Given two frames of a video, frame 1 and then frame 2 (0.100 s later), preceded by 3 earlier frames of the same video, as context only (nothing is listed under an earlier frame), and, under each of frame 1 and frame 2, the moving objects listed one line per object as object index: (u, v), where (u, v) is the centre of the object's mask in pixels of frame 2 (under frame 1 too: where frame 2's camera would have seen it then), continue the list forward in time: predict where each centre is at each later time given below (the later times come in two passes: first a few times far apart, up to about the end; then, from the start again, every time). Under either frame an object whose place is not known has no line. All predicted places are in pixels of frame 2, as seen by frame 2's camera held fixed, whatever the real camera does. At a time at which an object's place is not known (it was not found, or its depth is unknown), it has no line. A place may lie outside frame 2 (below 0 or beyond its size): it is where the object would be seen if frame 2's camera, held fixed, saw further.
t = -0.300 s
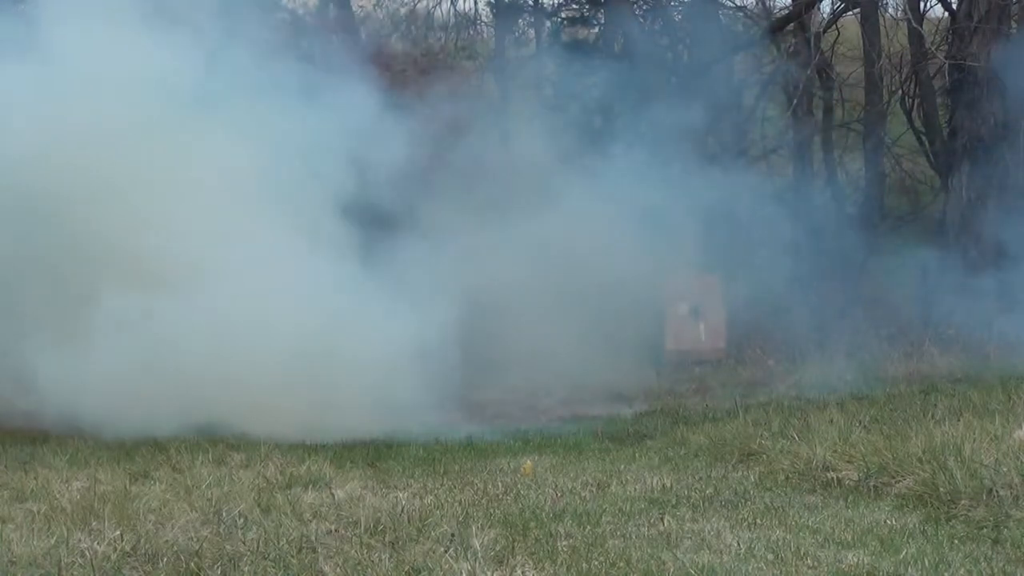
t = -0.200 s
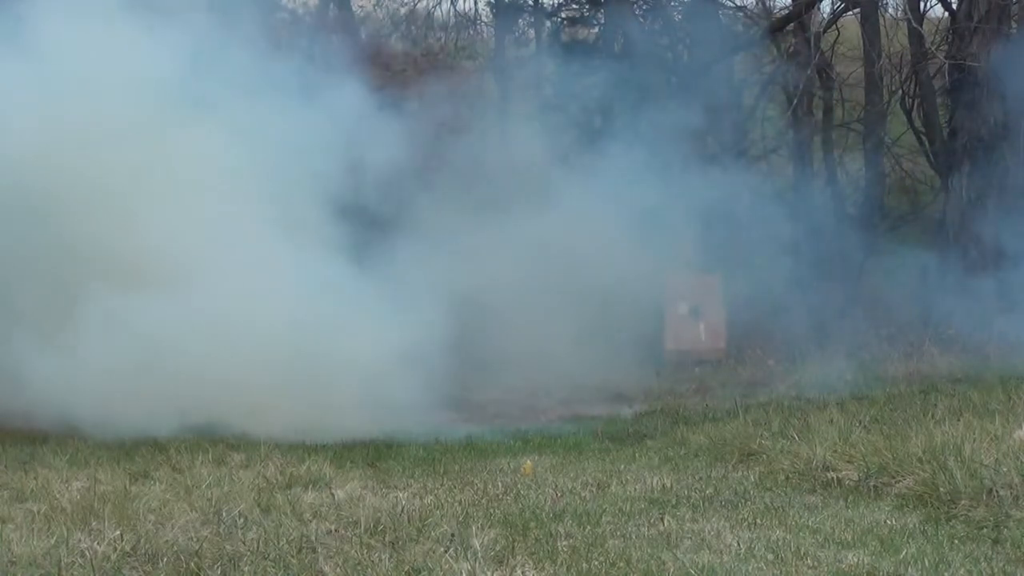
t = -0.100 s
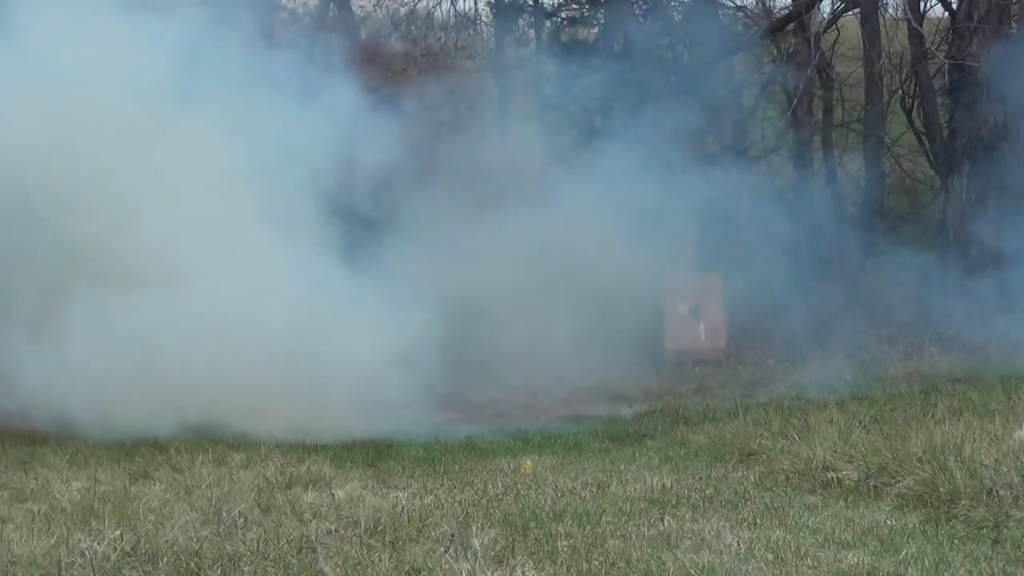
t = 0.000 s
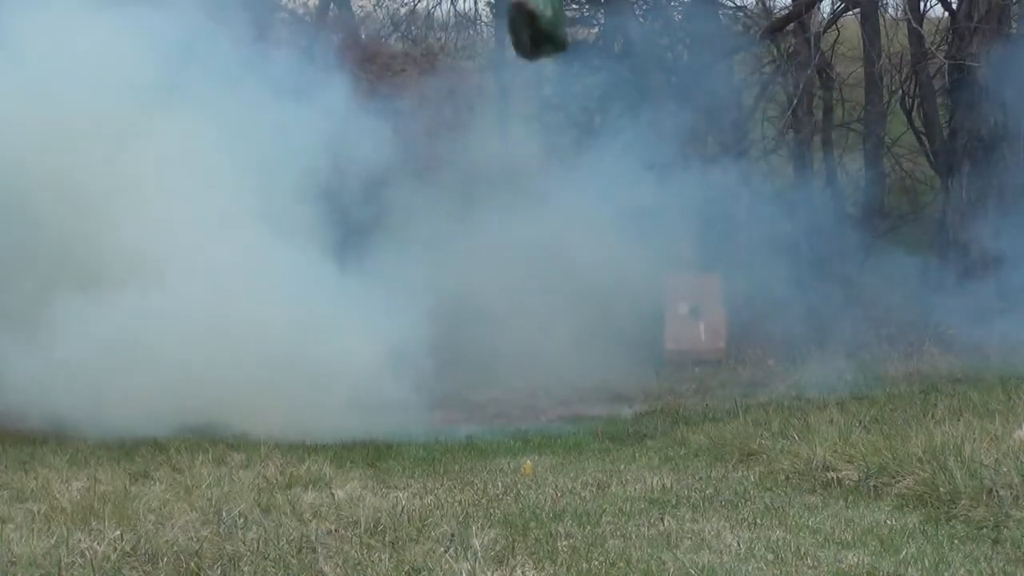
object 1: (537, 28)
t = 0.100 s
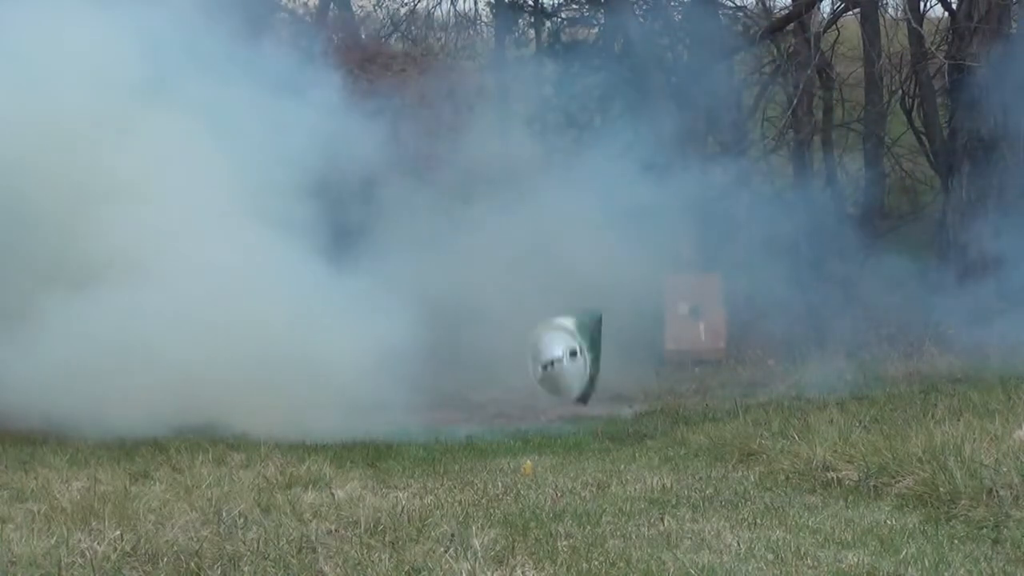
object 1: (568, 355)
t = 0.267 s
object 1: (546, 330)
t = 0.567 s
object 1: (486, 209)
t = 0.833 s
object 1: (434, 208)
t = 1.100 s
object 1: (384, 310)
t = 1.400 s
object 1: (349, 421)
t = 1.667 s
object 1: (349, 418)
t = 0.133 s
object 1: (573, 418)
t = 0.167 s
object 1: (567, 400)
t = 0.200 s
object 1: (560, 376)
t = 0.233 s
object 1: (553, 351)
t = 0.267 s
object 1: (546, 330)
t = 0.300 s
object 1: (540, 311)
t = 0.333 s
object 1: (533, 292)
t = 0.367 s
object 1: (527, 275)
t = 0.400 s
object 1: (520, 260)
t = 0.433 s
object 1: (513, 247)
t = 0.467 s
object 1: (507, 236)
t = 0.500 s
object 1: (500, 225)
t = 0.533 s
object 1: (493, 217)
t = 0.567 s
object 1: (486, 209)
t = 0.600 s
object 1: (479, 204)
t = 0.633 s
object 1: (472, 200)
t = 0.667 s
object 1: (465, 198)
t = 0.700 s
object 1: (459, 197)
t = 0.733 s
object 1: (452, 198)
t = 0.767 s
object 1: (446, 200)
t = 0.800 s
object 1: (440, 203)
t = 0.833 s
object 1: (434, 208)
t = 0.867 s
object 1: (428, 215)
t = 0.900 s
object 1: (421, 223)
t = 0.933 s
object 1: (415, 234)
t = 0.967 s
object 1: (408, 245)
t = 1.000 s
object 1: (402, 259)
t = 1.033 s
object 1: (396, 274)
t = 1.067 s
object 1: (390, 291)
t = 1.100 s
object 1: (384, 310)
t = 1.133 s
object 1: (378, 331)
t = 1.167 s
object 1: (372, 353)
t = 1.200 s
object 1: (365, 377)
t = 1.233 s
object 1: (359, 404)
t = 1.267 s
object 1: (355, 430)
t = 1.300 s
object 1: (352, 441)
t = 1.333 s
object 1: (352, 435)
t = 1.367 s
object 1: (350, 429)
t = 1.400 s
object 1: (349, 421)
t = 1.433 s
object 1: (348, 415)
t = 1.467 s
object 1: (348, 411)
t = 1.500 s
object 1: (348, 407)
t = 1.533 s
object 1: (348, 406)
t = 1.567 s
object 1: (348, 406)
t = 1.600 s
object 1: (348, 409)
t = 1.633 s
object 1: (348, 413)
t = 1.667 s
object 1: (349, 418)
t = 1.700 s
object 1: (350, 425)
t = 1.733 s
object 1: (351, 431)
